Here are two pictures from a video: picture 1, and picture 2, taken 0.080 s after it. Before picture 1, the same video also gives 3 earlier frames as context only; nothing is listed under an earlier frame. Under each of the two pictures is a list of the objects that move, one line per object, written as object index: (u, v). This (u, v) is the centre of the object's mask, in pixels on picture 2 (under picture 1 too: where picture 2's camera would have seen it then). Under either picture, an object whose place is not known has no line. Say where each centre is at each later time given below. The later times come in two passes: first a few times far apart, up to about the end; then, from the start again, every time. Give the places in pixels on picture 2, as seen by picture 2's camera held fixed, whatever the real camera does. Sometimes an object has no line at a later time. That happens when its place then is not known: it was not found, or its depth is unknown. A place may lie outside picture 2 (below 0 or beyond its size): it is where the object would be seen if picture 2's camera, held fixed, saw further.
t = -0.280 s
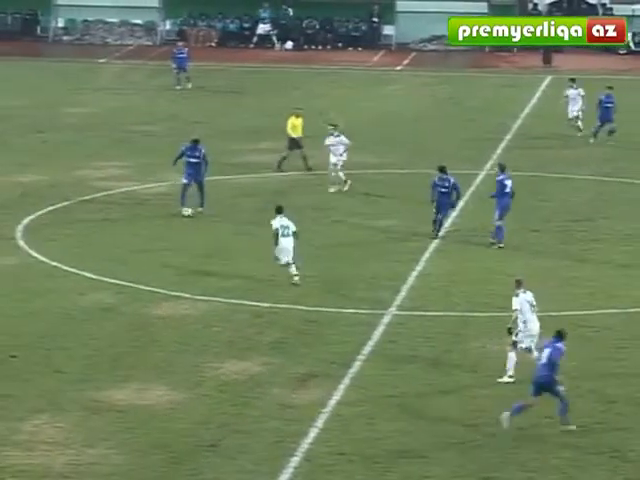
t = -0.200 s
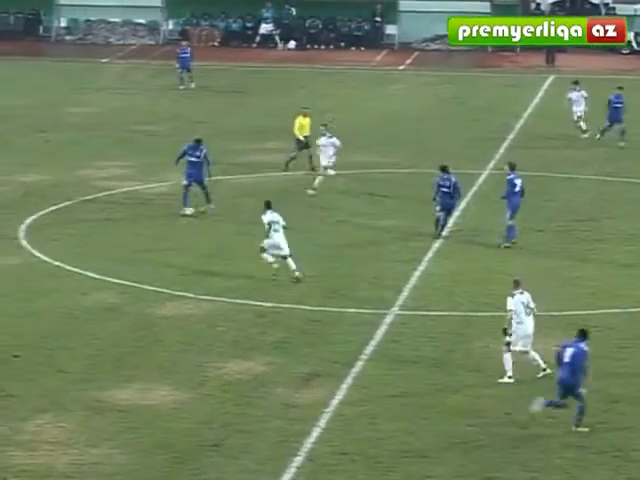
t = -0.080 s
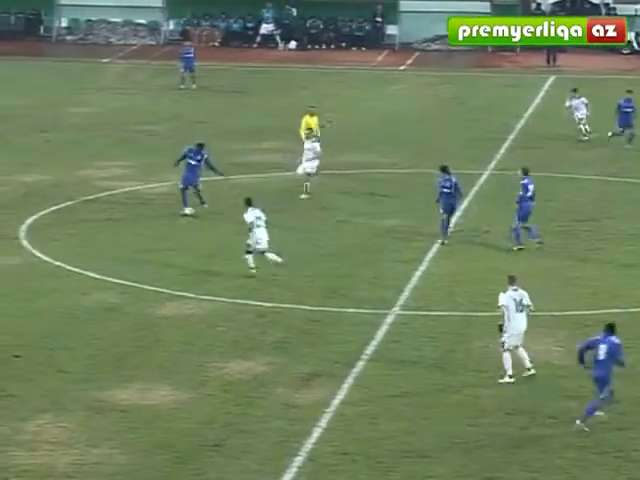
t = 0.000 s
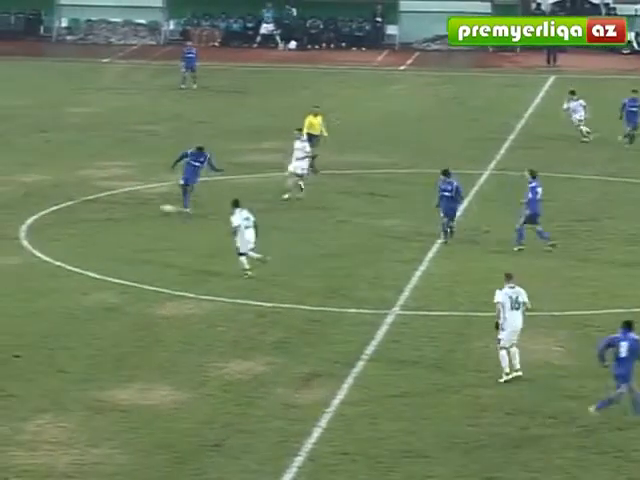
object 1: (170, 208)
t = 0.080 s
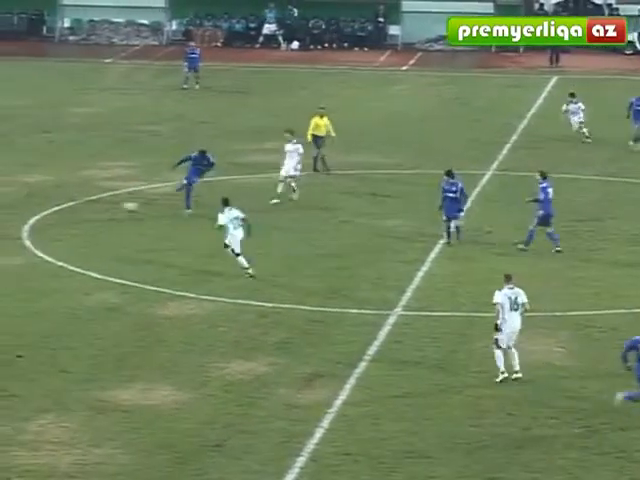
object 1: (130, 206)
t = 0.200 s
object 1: (68, 207)
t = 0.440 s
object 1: (-64, 224)
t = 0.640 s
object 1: (-180, 260)
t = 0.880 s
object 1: (-297, 265)
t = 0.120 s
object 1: (108, 205)
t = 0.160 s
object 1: (88, 205)
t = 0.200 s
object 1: (68, 207)
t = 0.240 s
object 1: (45, 207)
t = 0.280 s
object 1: (24, 208)
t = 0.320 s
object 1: (2, 211)
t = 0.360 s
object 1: (-19, 215)
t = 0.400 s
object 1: (-41, 219)
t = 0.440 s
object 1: (-64, 224)
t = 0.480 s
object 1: (-87, 230)
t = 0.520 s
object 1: (-110, 236)
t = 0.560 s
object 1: (-134, 244)
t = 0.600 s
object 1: (-156, 252)
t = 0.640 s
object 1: (-180, 260)
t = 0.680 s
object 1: (-203, 271)
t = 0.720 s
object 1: (-221, 270)
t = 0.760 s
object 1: (-240, 267)
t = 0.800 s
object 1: (-259, 266)
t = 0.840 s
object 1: (-278, 263)
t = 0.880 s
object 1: (-297, 265)
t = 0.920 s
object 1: (-316, 266)
